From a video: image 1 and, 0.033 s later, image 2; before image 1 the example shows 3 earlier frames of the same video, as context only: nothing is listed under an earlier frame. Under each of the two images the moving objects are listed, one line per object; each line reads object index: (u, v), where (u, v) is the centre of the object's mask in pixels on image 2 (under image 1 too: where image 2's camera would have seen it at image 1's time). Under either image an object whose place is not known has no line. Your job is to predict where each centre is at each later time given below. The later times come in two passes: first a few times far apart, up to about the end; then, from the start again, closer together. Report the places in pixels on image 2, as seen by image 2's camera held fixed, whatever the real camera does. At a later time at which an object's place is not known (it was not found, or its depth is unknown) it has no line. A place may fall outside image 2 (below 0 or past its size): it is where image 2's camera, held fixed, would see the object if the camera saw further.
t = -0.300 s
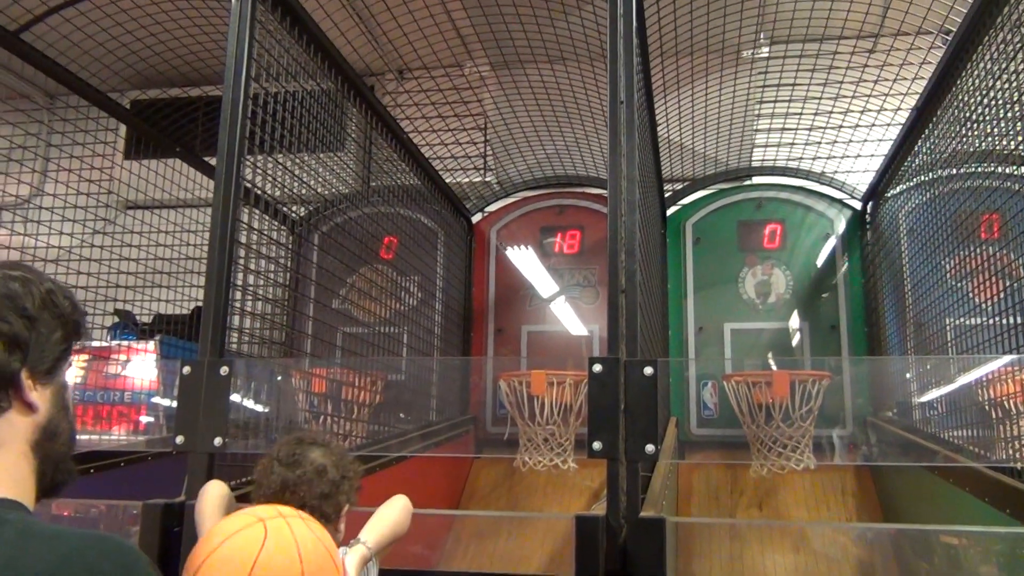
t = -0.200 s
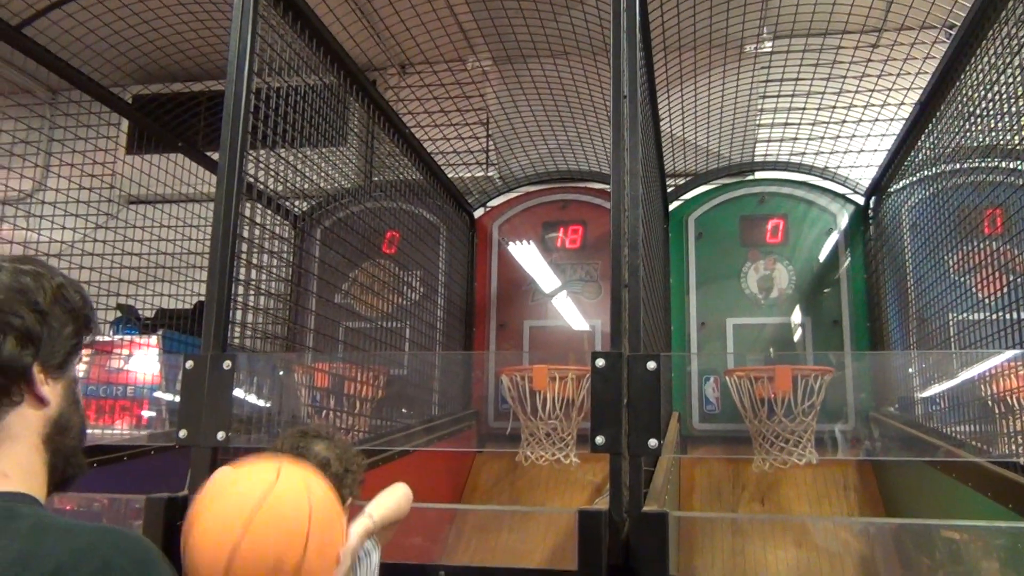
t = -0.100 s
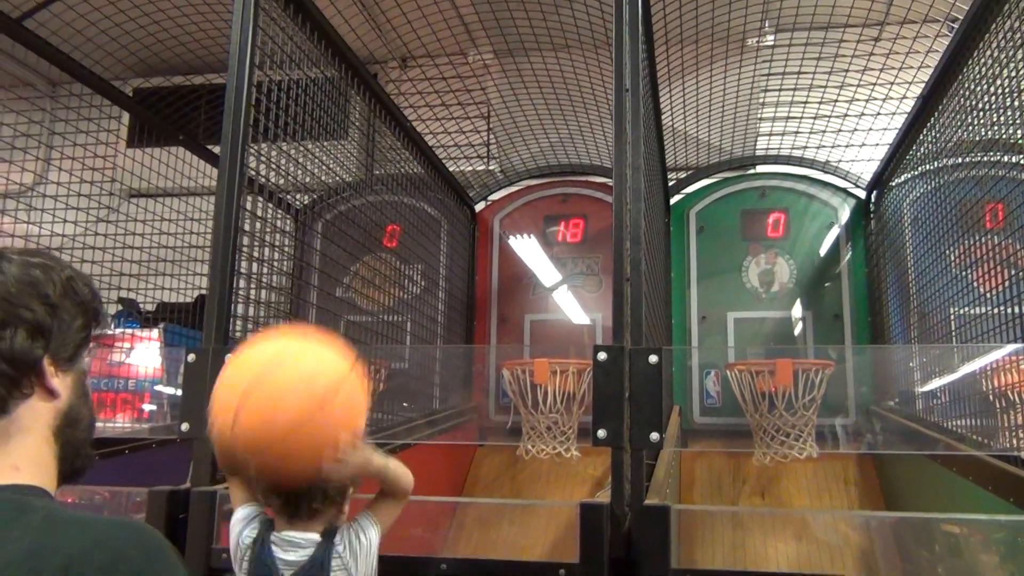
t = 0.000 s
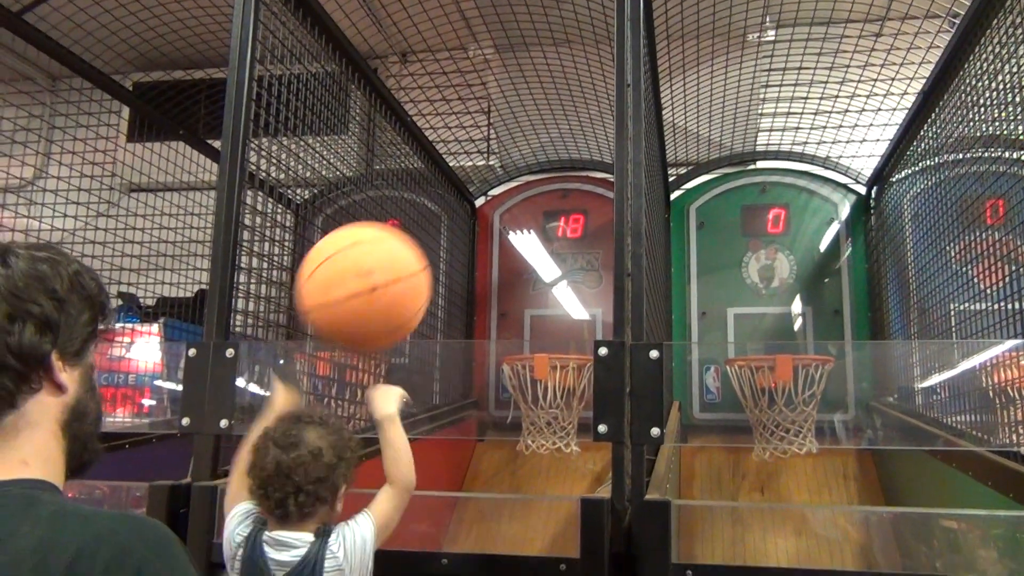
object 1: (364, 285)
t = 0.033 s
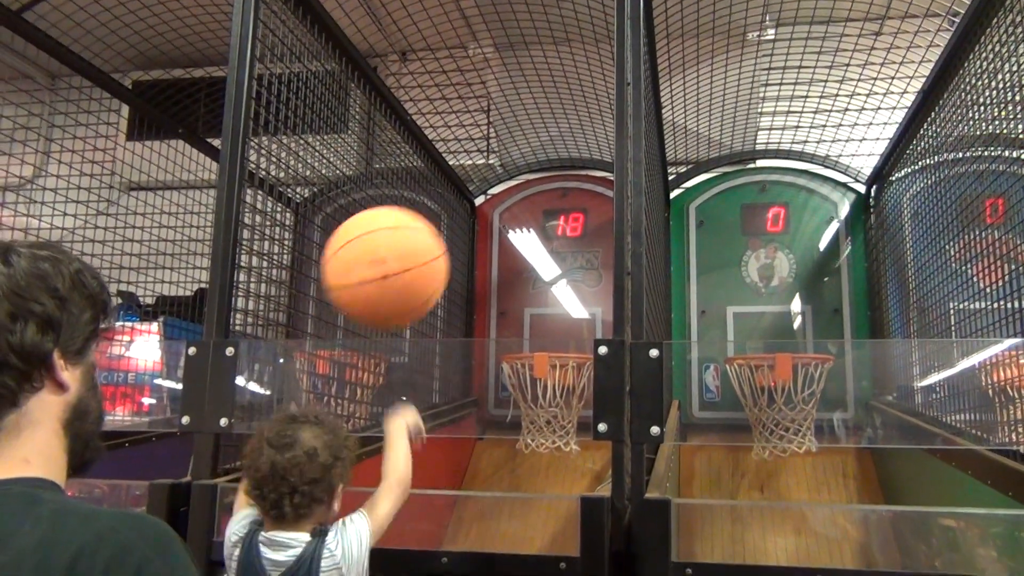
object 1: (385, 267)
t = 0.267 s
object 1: (484, 294)
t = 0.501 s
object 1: (536, 486)
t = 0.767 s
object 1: (571, 472)
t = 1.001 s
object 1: (578, 411)
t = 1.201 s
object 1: (594, 464)
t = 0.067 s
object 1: (404, 256)
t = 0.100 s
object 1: (421, 251)
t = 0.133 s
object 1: (437, 251)
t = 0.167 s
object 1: (450, 256)
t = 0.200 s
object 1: (463, 265)
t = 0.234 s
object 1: (474, 277)
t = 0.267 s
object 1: (484, 294)
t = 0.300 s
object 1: (494, 312)
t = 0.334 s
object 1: (502, 334)
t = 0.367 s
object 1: (508, 360)
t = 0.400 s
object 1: (516, 389)
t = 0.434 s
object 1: (523, 420)
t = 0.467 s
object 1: (529, 451)
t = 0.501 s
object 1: (536, 486)
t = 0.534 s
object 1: (542, 520)
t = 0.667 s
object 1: (557, 540)
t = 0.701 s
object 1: (556, 527)
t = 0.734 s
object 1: (562, 500)
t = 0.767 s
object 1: (571, 472)
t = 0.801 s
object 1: (574, 459)
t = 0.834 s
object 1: (575, 444)
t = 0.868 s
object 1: (575, 432)
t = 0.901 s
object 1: (575, 423)
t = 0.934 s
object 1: (576, 416)
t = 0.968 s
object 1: (577, 411)
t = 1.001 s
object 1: (578, 411)
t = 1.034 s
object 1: (580, 413)
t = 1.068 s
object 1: (583, 423)
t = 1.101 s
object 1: (587, 433)
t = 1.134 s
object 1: (591, 446)
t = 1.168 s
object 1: (593, 458)
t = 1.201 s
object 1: (594, 464)
